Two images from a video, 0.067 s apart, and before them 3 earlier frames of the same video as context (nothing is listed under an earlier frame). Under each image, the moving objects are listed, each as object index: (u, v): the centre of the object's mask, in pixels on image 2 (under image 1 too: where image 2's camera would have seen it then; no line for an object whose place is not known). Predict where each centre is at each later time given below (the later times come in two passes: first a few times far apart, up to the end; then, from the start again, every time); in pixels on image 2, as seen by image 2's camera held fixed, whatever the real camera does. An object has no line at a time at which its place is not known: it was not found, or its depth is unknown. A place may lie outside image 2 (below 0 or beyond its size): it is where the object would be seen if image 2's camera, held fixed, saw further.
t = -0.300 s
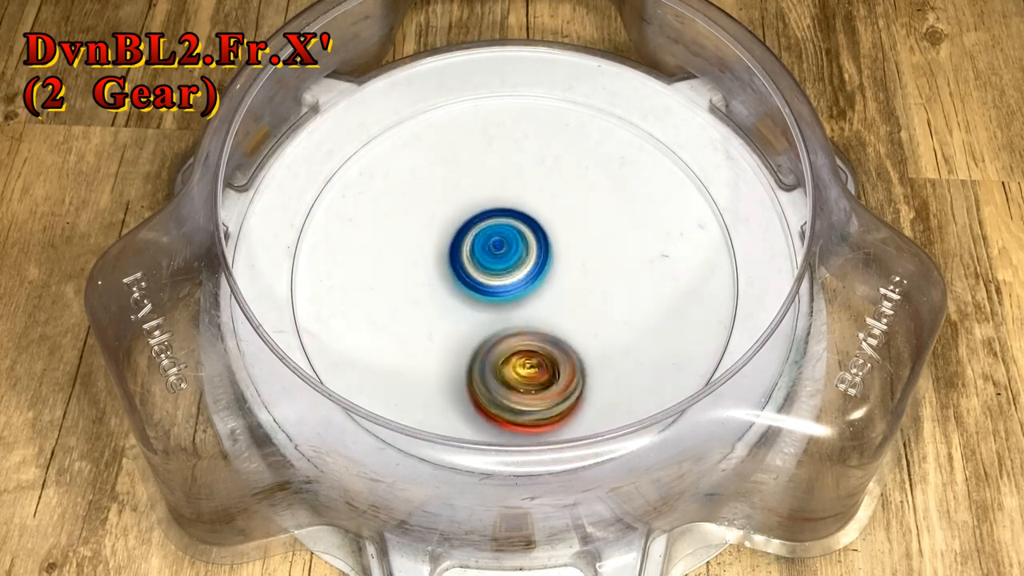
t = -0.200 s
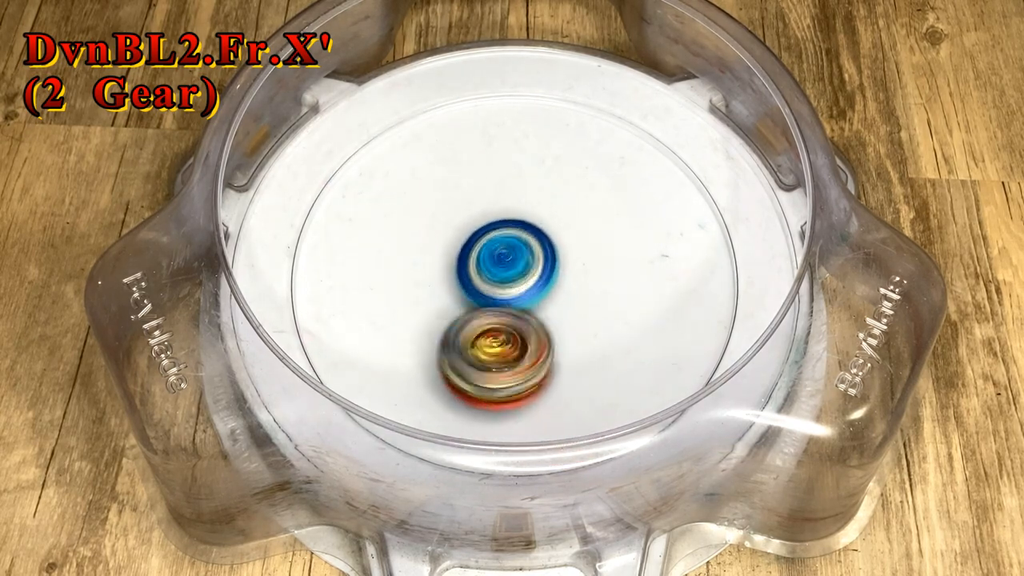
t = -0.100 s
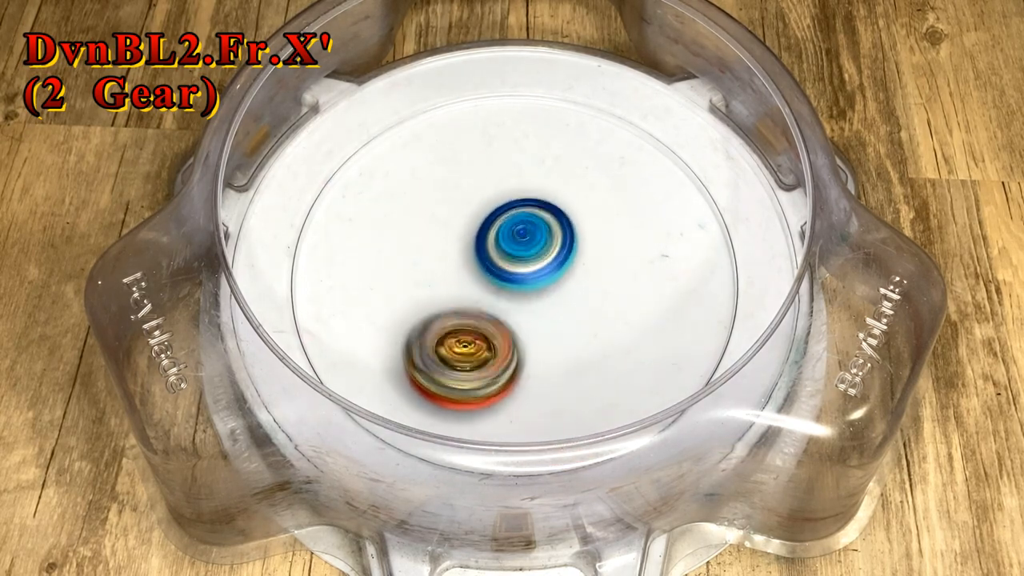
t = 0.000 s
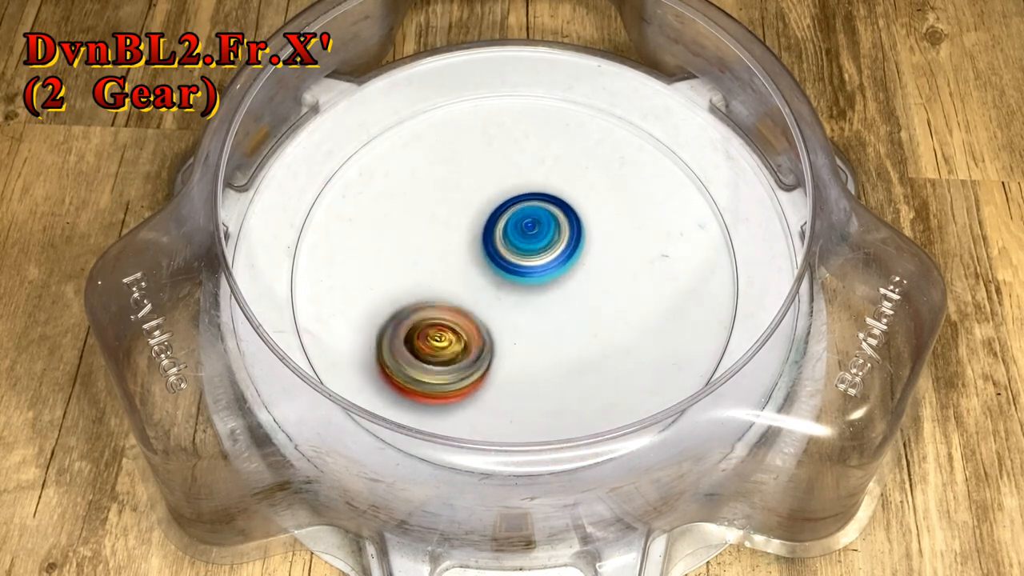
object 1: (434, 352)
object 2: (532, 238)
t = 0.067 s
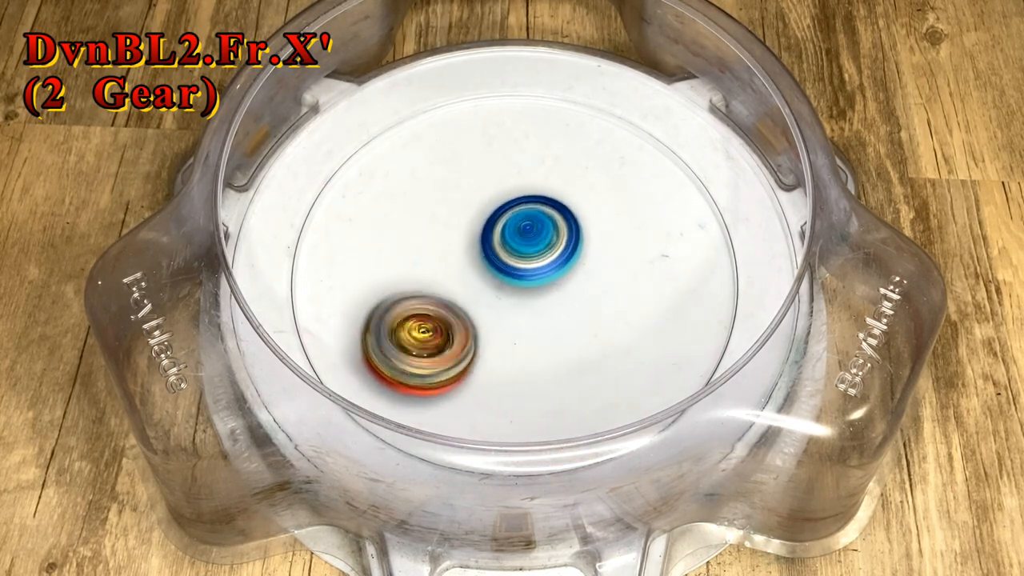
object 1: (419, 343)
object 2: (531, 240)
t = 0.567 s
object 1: (404, 221)
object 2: (516, 289)
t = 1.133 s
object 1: (528, 174)
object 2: (479, 271)
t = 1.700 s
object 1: (613, 295)
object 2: (481, 244)
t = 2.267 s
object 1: (481, 341)
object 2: (514, 230)
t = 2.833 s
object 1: (426, 220)
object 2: (543, 257)
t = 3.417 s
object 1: (550, 171)
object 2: (533, 323)
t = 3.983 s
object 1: (623, 226)
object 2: (422, 359)
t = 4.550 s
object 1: (557, 252)
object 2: (459, 267)
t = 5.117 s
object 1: (556, 251)
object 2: (467, 196)
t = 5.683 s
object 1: (526, 307)
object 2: (552, 216)
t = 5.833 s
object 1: (526, 320)
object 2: (581, 224)
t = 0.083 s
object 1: (416, 341)
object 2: (530, 241)
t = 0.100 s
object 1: (412, 338)
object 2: (529, 243)
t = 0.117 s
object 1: (410, 335)
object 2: (528, 244)
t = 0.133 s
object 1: (408, 332)
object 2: (527, 246)
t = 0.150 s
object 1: (406, 329)
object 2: (526, 248)
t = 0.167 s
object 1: (404, 325)
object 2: (525, 250)
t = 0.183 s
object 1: (402, 322)
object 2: (523, 252)
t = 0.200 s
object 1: (400, 318)
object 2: (523, 254)
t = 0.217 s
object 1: (399, 314)
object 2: (521, 256)
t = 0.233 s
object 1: (398, 310)
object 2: (520, 258)
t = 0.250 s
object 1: (397, 306)
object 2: (519, 260)
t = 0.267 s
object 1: (397, 301)
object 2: (518, 262)
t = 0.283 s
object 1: (397, 297)
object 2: (518, 264)
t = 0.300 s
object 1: (397, 293)
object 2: (516, 266)
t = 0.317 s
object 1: (397, 288)
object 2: (515, 268)
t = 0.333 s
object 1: (397, 284)
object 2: (515, 269)
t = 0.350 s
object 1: (398, 279)
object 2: (514, 271)
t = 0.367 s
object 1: (399, 275)
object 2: (514, 273)
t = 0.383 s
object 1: (399, 270)
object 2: (512, 275)
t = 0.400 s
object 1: (400, 266)
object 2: (512, 277)
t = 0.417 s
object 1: (399, 261)
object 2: (513, 278)
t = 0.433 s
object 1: (399, 256)
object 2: (513, 280)
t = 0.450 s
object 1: (399, 252)
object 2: (515, 282)
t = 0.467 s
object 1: (399, 247)
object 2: (515, 283)
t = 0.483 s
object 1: (400, 243)
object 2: (516, 284)
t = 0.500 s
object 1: (401, 239)
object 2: (516, 285)
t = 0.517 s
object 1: (401, 234)
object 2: (516, 286)
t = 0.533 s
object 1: (402, 229)
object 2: (517, 287)
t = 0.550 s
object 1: (403, 225)
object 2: (517, 287)
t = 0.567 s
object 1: (404, 221)
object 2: (516, 289)
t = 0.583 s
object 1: (406, 217)
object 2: (517, 289)
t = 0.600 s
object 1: (408, 213)
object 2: (516, 289)
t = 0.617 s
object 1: (410, 210)
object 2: (516, 290)
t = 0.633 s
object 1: (412, 206)
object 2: (515, 290)
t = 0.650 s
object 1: (415, 202)
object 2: (515, 290)
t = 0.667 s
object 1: (417, 199)
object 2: (514, 290)
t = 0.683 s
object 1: (419, 195)
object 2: (513, 290)
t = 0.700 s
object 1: (422, 192)
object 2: (513, 290)
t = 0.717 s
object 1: (425, 190)
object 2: (512, 290)
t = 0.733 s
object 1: (428, 187)
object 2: (511, 290)
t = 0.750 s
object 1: (432, 185)
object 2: (510, 289)
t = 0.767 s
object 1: (436, 182)
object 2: (509, 289)
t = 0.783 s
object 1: (439, 180)
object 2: (508, 288)
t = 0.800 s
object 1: (443, 178)
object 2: (506, 287)
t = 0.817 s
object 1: (447, 175)
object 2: (505, 287)
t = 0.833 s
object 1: (451, 174)
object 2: (504, 286)
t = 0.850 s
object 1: (454, 173)
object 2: (502, 286)
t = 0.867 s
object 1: (459, 171)
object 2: (501, 285)
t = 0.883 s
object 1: (464, 170)
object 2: (500, 284)
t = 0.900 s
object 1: (468, 169)
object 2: (498, 283)
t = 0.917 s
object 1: (471, 169)
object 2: (497, 282)
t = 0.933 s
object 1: (476, 167)
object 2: (495, 281)
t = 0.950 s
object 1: (480, 167)
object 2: (494, 280)
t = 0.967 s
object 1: (484, 167)
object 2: (492, 279)
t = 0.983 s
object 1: (488, 167)
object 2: (491, 279)
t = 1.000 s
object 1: (493, 167)
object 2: (489, 278)
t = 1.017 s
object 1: (497, 168)
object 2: (488, 277)
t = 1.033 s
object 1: (501, 167)
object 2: (487, 276)
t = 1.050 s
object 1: (506, 168)
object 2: (485, 275)
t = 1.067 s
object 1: (511, 169)
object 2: (484, 275)
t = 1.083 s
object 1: (514, 170)
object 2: (483, 273)
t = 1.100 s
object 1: (518, 171)
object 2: (482, 273)
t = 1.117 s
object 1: (524, 173)
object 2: (481, 272)
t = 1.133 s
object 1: (528, 174)
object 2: (479, 271)
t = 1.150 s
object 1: (532, 176)
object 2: (479, 270)
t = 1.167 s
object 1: (537, 178)
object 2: (478, 269)
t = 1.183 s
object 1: (541, 181)
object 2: (477, 269)
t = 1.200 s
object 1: (544, 183)
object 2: (477, 268)
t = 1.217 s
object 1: (549, 185)
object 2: (475, 267)
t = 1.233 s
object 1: (554, 188)
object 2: (475, 266)
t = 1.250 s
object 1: (558, 192)
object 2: (474, 266)
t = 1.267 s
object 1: (561, 194)
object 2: (474, 265)
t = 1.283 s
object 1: (566, 198)
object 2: (474, 264)
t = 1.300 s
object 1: (569, 201)
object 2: (474, 264)
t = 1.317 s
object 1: (572, 204)
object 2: (474, 263)
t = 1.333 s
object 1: (576, 207)
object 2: (474, 262)
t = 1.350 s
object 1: (580, 211)
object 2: (474, 262)
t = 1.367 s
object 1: (583, 215)
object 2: (474, 260)
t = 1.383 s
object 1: (586, 219)
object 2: (474, 260)
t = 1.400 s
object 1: (589, 223)
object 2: (474, 259)
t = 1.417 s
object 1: (592, 227)
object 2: (474, 258)
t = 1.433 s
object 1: (594, 231)
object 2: (474, 257)
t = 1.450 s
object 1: (597, 235)
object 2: (474, 256)
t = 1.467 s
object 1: (600, 239)
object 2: (474, 255)
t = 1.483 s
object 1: (602, 244)
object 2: (475, 254)
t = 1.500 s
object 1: (604, 247)
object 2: (475, 253)
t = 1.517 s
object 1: (606, 251)
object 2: (476, 252)
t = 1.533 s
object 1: (608, 255)
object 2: (475, 251)
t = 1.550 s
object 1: (609, 259)
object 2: (476, 251)
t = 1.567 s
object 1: (611, 263)
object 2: (476, 249)
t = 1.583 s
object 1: (613, 267)
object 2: (477, 249)
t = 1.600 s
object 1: (613, 272)
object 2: (478, 248)
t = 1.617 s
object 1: (613, 275)
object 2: (477, 247)
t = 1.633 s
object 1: (614, 279)
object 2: (479, 247)
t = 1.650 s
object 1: (615, 283)
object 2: (479, 245)
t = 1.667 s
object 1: (614, 288)
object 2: (479, 245)
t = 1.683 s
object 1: (614, 291)
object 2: (480, 244)
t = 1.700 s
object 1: (613, 295)
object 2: (481, 244)
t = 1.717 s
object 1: (613, 299)
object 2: (482, 243)
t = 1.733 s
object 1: (611, 303)
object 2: (482, 242)
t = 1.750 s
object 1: (610, 306)
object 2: (483, 242)
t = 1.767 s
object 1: (608, 310)
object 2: (484, 241)
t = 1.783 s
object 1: (606, 313)
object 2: (485, 241)
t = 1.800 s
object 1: (603, 316)
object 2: (486, 240)
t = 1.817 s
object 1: (601, 319)
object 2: (486, 239)
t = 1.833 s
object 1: (599, 322)
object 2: (488, 239)
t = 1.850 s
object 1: (595, 326)
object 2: (488, 238)
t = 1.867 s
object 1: (591, 328)
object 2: (489, 237)
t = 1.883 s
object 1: (589, 331)
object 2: (490, 236)
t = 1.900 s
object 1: (585, 333)
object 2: (491, 236)
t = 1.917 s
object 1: (581, 336)
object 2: (492, 236)
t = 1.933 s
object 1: (576, 338)
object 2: (492, 235)
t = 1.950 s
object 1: (572, 340)
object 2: (494, 235)
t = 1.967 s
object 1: (568, 342)
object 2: (494, 234)
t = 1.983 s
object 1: (563, 344)
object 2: (495, 234)
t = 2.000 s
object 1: (559, 345)
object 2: (497, 233)
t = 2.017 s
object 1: (554, 346)
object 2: (497, 232)
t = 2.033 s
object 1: (548, 348)
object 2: (499, 232)
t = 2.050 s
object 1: (543, 348)
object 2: (499, 232)
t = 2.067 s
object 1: (540, 349)
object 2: (501, 231)
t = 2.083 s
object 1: (535, 350)
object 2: (502, 231)
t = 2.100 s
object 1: (529, 350)
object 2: (503, 231)
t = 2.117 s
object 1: (524, 350)
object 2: (505, 230)
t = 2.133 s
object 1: (520, 350)
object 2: (505, 230)
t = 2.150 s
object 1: (515, 350)
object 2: (507, 230)
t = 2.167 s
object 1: (509, 349)
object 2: (507, 229)
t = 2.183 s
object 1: (504, 348)
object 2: (509, 230)
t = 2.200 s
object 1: (499, 347)
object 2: (510, 229)
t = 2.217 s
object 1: (495, 347)
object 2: (510, 230)
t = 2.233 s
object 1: (490, 345)
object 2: (512, 230)
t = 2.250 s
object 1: (485, 343)
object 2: (512, 230)
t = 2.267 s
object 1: (481, 341)
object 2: (514, 230)
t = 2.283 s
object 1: (476, 340)
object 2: (514, 230)
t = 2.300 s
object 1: (472, 337)
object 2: (516, 231)
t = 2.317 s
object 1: (467, 335)
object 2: (517, 230)
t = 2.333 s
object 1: (464, 332)
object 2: (517, 231)
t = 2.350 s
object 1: (459, 330)
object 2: (519, 231)
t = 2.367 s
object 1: (455, 327)
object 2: (519, 232)
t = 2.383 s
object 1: (452, 324)
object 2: (521, 233)
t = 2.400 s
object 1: (448, 321)
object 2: (521, 233)
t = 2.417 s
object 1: (444, 318)
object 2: (523, 234)
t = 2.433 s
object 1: (441, 314)
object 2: (524, 234)
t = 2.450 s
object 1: (439, 310)
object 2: (525, 235)
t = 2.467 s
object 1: (436, 307)
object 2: (526, 236)
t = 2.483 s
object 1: (433, 303)
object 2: (526, 237)
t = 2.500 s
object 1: (430, 299)
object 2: (528, 238)
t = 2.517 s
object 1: (429, 295)
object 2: (528, 239)
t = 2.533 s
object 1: (427, 292)
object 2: (529, 240)
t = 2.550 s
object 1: (425, 288)
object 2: (530, 240)
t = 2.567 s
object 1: (423, 283)
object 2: (531, 242)
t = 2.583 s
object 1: (423, 279)
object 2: (532, 243)
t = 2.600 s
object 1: (422, 276)
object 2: (532, 243)
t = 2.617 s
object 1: (420, 271)
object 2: (534, 245)
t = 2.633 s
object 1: (419, 267)
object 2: (534, 245)
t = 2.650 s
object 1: (419, 263)
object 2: (535, 247)
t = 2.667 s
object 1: (419, 259)
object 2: (536, 247)
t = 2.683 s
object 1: (418, 255)
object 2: (537, 248)
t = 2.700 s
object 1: (418, 250)
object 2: (538, 249)
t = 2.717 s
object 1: (419, 247)
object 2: (538, 250)
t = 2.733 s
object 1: (419, 243)
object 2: (540, 251)
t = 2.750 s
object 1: (419, 239)
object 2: (540, 252)
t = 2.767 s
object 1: (420, 235)
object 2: (541, 253)
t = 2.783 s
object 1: (422, 231)
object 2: (542, 254)
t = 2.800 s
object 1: (423, 228)
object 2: (542, 255)
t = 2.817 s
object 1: (424, 223)
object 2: (543, 256)
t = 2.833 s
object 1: (426, 220)
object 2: (543, 257)
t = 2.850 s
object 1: (428, 217)
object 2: (544, 258)
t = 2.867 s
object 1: (430, 214)
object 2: (544, 259)
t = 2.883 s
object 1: (432, 210)
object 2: (545, 260)
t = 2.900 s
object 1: (435, 207)
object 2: (545, 261)
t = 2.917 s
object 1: (438, 205)
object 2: (545, 262)
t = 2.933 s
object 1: (441, 203)
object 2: (546, 263)
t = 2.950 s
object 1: (443, 199)
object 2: (545, 264)
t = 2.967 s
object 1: (446, 197)
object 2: (546, 265)
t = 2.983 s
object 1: (450, 195)
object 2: (545, 266)
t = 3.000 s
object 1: (453, 194)
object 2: (546, 267)
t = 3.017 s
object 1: (456, 191)
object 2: (546, 268)
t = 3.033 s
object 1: (460, 189)
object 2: (546, 269)
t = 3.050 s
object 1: (465, 188)
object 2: (546, 270)
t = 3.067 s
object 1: (468, 187)
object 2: (546, 271)
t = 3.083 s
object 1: (471, 185)
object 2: (546, 272)
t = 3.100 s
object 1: (475, 184)
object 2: (545, 272)
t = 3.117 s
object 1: (481, 184)
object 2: (546, 274)
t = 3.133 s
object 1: (484, 184)
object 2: (545, 274)
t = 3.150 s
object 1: (487, 182)
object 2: (545, 276)
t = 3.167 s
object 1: (491, 182)
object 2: (545, 276)
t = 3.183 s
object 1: (496, 182)
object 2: (544, 277)
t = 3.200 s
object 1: (500, 182)
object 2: (544, 278)
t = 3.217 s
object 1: (503, 182)
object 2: (543, 279)
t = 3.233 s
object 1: (507, 182)
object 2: (543, 280)
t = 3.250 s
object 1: (512, 182)
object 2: (542, 280)
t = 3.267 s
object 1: (516, 183)
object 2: (542, 282)
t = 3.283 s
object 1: (519, 182)
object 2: (541, 285)
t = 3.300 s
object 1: (526, 179)
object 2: (538, 292)
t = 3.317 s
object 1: (531, 176)
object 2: (537, 297)
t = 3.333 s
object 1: (534, 176)
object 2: (535, 304)
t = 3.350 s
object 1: (536, 175)
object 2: (535, 308)
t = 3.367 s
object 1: (538, 173)
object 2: (533, 313)
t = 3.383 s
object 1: (541, 171)
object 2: (533, 316)
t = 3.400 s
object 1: (547, 171)
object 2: (532, 320)
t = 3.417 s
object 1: (550, 171)
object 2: (533, 323)
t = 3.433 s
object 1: (552, 171)
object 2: (532, 325)
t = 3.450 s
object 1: (555, 171)
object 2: (533, 328)
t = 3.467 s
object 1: (558, 172)
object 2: (533, 328)
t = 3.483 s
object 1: (562, 172)
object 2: (533, 331)
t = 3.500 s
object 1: (565, 174)
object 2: (534, 331)
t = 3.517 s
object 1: (566, 176)
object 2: (534, 333)
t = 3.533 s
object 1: (568, 177)
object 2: (535, 333)
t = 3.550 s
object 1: (571, 179)
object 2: (534, 334)
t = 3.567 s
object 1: (574, 181)
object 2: (535, 334)
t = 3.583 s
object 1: (576, 184)
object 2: (534, 334)
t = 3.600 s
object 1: (577, 188)
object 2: (535, 334)
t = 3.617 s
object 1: (578, 190)
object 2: (534, 334)
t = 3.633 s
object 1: (580, 193)
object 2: (534, 334)
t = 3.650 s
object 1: (582, 196)
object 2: (534, 333)
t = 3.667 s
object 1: (582, 201)
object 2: (533, 333)
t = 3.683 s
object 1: (583, 204)
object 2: (533, 332)
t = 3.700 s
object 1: (583, 207)
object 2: (532, 332)
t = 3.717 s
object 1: (584, 210)
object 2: (532, 330)
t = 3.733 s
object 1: (584, 215)
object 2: (530, 330)
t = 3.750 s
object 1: (583, 220)
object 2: (530, 328)
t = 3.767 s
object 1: (583, 224)
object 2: (528, 328)
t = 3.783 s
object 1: (581, 227)
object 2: (528, 327)
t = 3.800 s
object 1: (582, 230)
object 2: (526, 325)
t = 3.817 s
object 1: (581, 235)
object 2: (525, 325)
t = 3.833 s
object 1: (584, 238)
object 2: (519, 326)
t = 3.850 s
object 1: (594, 234)
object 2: (505, 334)
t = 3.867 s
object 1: (602, 231)
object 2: (490, 339)
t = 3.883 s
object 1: (607, 231)
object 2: (477, 345)
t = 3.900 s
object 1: (609, 230)
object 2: (465, 348)
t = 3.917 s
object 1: (612, 229)
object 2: (454, 352)
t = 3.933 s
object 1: (614, 228)
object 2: (444, 354)
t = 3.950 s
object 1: (617, 227)
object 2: (436, 357)
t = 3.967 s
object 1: (620, 227)
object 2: (428, 358)
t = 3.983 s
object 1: (623, 226)
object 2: (422, 359)
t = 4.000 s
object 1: (625, 227)
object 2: (416, 359)
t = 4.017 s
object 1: (627, 228)
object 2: (413, 360)
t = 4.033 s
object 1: (627, 229)
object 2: (409, 359)
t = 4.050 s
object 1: (627, 229)
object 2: (408, 359)
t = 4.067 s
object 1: (628, 229)
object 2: (406, 358)
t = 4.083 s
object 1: (629, 230)
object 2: (406, 358)
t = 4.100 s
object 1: (629, 231)
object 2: (405, 356)
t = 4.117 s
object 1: (628, 234)
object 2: (406, 355)
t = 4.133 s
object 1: (626, 236)
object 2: (406, 354)
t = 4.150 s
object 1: (624, 237)
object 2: (408, 352)
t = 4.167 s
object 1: (623, 238)
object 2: (409, 350)
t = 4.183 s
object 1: (622, 238)
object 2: (412, 347)
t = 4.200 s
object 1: (621, 240)
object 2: (413, 345)
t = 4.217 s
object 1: (618, 243)
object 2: (416, 342)
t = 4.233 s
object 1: (614, 245)
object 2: (418, 339)
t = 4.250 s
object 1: (610, 248)
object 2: (422, 336)
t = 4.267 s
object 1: (606, 248)
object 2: (424, 333)
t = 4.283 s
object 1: (603, 248)
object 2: (428, 329)
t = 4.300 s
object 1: (602, 248)
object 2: (430, 326)
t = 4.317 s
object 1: (599, 249)
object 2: (435, 322)
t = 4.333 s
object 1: (597, 250)
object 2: (437, 318)
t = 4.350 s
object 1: (593, 252)
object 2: (441, 314)
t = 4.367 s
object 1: (588, 252)
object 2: (443, 310)
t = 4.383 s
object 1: (584, 252)
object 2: (447, 306)
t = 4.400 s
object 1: (580, 251)
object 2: (449, 301)
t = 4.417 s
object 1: (578, 251)
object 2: (454, 297)
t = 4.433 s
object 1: (574, 251)
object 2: (455, 293)
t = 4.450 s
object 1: (571, 251)
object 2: (459, 288)
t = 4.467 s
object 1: (566, 251)
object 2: (461, 284)
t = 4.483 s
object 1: (563, 251)
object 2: (464, 280)
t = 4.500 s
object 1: (561, 250)
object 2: (463, 277)
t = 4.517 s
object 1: (562, 251)
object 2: (462, 273)
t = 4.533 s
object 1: (559, 253)
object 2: (460, 270)
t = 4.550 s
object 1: (557, 252)
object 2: (459, 267)
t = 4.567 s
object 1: (557, 253)
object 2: (455, 264)
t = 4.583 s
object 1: (557, 253)
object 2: (453, 261)
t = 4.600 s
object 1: (557, 253)
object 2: (450, 258)
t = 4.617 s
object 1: (556, 251)
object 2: (448, 254)
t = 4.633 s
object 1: (556, 250)
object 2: (447, 252)
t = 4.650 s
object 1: (556, 248)
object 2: (445, 249)
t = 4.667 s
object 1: (556, 246)
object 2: (444, 247)
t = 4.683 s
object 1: (558, 243)
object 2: (442, 243)
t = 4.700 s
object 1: (560, 242)
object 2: (442, 241)
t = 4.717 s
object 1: (562, 241)
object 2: (442, 238)
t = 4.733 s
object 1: (563, 240)
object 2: (443, 237)
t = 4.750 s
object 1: (563, 240)
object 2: (442, 234)
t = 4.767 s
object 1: (562, 240)
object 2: (444, 232)
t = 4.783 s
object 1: (562, 239)
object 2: (444, 230)
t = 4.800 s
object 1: (561, 238)
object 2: (446, 228)
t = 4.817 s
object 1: (562, 237)
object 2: (446, 226)
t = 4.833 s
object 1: (562, 236)
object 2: (449, 224)
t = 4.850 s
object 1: (563, 236)
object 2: (450, 222)
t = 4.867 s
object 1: (562, 237)
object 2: (452, 220)
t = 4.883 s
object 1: (561, 237)
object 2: (454, 219)
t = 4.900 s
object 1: (560, 238)
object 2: (456, 217)
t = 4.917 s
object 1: (559, 238)
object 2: (458, 216)
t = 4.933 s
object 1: (560, 239)
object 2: (459, 212)
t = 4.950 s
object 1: (563, 242)
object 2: (457, 209)
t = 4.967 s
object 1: (565, 245)
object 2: (455, 205)
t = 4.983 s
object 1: (564, 248)
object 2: (455, 203)
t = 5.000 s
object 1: (562, 250)
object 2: (454, 201)
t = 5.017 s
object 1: (560, 251)
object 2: (456, 200)
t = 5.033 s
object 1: (558, 252)
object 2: (456, 198)
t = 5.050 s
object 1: (557, 252)
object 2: (458, 198)
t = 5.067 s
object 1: (556, 252)
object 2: (459, 197)
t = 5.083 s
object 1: (556, 251)
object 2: (462, 196)
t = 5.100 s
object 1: (556, 251)
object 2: (464, 197)
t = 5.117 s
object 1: (556, 251)
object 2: (467, 196)
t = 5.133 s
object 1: (557, 251)
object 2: (469, 197)
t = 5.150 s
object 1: (557, 252)
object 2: (473, 197)
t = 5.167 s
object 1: (557, 253)
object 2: (476, 197)
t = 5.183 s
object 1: (558, 257)
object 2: (476, 194)
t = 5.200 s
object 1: (557, 260)
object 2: (477, 191)
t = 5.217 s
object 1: (554, 263)
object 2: (478, 188)
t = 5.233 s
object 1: (550, 265)
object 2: (480, 187)
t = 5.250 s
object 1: (546, 267)
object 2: (482, 185)
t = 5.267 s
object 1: (542, 269)
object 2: (484, 184)
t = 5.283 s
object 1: (537, 270)
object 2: (486, 184)
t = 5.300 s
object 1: (534, 270)
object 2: (488, 183)
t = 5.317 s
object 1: (532, 272)
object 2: (491, 184)
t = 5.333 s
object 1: (531, 275)
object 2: (494, 184)
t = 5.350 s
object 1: (530, 277)
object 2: (497, 184)
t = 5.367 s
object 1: (528, 279)
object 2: (499, 185)
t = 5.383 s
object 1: (527, 281)
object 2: (502, 185)
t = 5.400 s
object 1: (526, 283)
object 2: (505, 187)
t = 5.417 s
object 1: (525, 286)
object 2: (507, 188)
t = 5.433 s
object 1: (524, 289)
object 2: (510, 189)
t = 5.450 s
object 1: (524, 291)
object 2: (513, 190)
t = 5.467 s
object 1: (524, 294)
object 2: (516, 192)
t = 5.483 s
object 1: (524, 295)
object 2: (518, 193)
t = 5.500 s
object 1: (525, 297)
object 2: (521, 195)
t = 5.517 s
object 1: (525, 299)
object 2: (523, 196)
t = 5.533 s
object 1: (525, 301)
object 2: (526, 198)
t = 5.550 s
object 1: (526, 303)
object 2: (529, 200)
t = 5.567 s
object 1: (526, 303)
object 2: (532, 202)
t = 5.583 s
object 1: (527, 304)
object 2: (534, 204)
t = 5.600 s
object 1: (527, 305)
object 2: (537, 206)
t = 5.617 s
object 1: (527, 305)
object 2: (540, 208)
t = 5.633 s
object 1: (528, 306)
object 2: (543, 211)
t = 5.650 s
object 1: (528, 307)
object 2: (546, 212)
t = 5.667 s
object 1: (527, 307)
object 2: (548, 214)
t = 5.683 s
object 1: (526, 307)
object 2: (552, 216)
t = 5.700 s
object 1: (524, 310)
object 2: (556, 216)
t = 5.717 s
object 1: (523, 312)
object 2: (562, 216)
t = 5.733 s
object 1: (522, 314)
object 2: (565, 217)
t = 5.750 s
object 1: (523, 316)
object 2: (568, 216)
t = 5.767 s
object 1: (524, 317)
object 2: (572, 219)
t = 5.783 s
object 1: (524, 318)
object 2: (573, 219)
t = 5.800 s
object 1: (525, 319)
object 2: (577, 221)
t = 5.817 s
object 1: (526, 320)
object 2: (578, 223)
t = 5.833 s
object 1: (526, 320)
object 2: (581, 224)
